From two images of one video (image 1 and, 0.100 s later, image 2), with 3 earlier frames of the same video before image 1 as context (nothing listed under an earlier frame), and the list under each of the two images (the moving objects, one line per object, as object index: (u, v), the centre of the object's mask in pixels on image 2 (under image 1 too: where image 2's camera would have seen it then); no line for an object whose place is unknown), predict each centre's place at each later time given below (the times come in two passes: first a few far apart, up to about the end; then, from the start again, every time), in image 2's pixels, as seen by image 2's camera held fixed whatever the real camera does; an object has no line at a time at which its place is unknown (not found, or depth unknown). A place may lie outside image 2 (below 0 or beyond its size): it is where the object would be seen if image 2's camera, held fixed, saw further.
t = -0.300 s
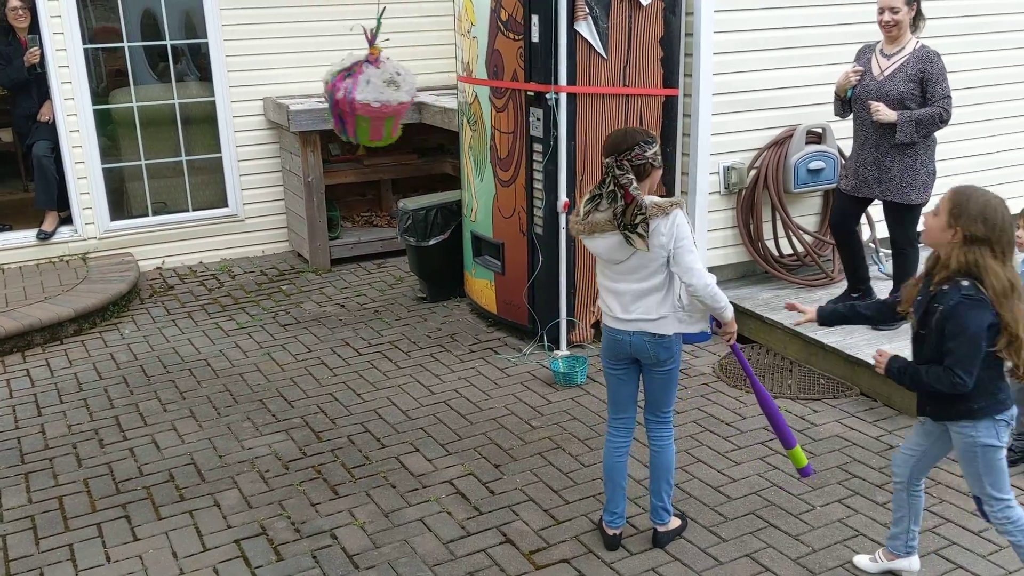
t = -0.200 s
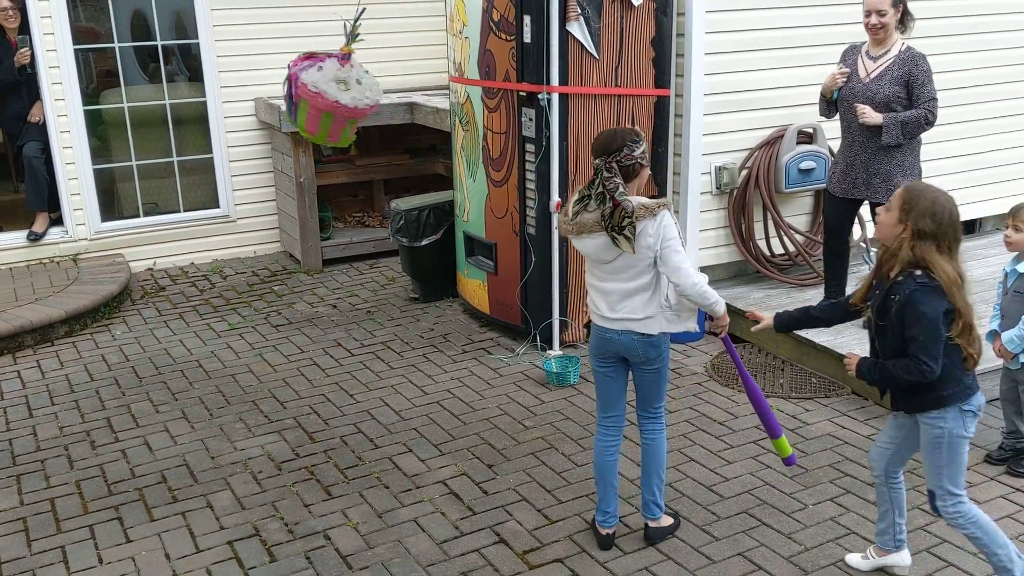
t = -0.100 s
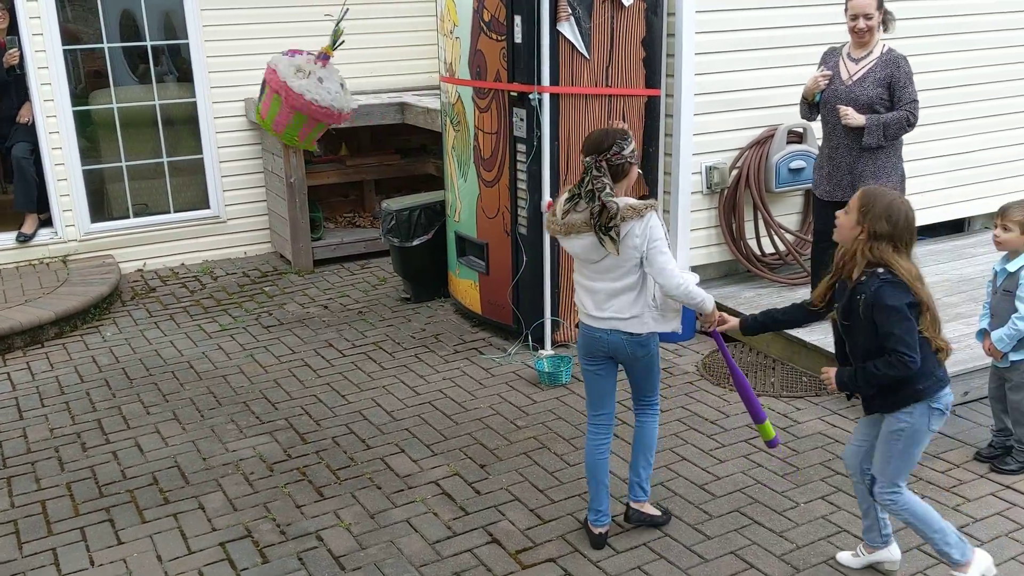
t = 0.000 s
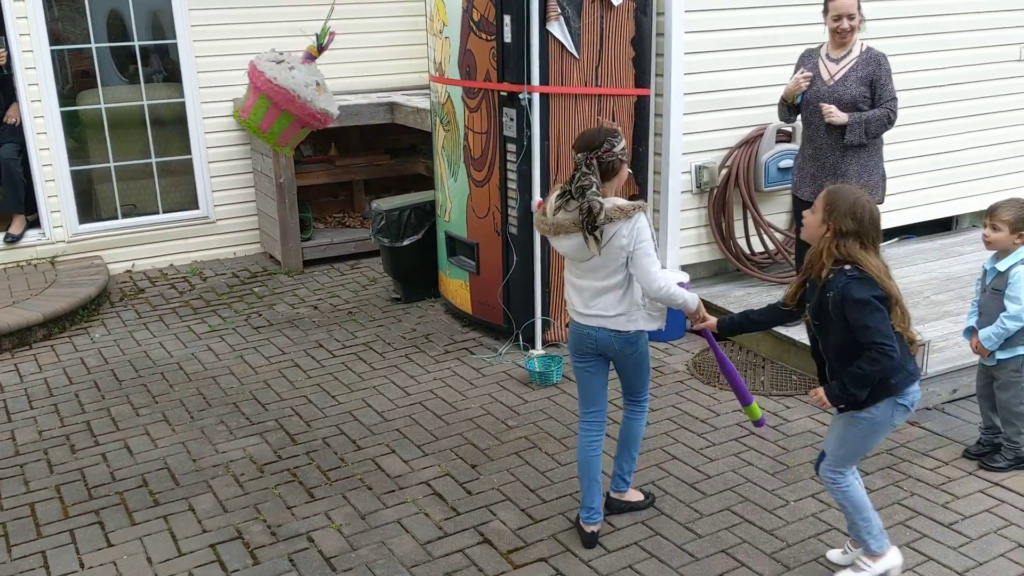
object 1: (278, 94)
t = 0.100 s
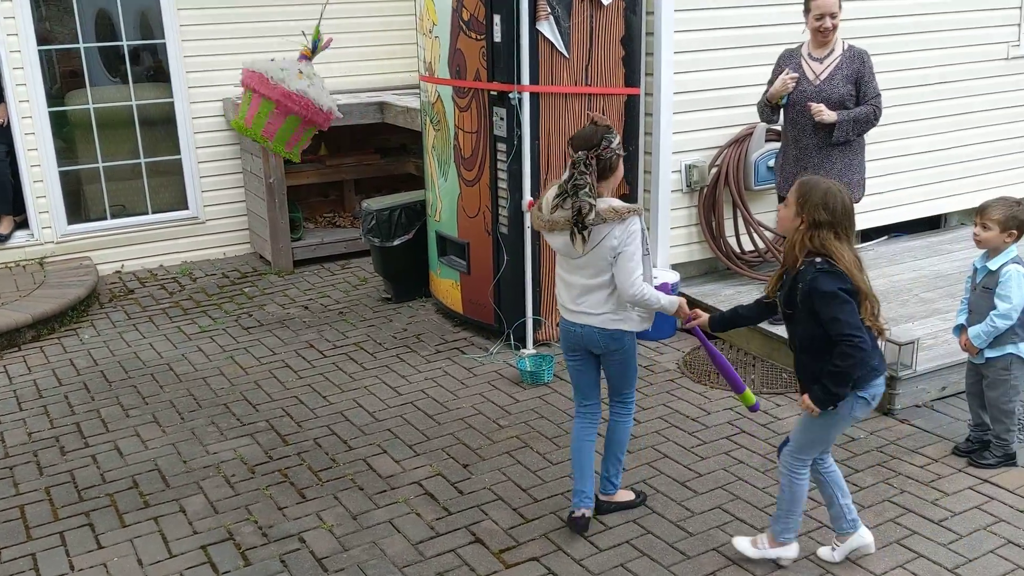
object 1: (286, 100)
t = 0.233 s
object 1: (323, 108)
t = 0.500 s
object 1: (423, 103)
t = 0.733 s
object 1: (455, 82)
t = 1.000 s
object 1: (401, 97)
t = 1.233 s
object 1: (318, 108)
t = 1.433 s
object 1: (273, 93)
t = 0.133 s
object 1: (293, 102)
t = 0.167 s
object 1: (301, 103)
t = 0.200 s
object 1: (311, 106)
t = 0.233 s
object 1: (323, 108)
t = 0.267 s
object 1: (336, 111)
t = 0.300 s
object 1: (350, 112)
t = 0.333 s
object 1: (363, 112)
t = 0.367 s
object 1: (376, 112)
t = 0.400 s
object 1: (389, 111)
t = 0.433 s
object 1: (402, 109)
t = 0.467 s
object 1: (412, 107)
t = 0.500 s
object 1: (423, 103)
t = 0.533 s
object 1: (433, 100)
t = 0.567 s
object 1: (440, 95)
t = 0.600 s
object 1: (446, 92)
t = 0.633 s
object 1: (451, 89)
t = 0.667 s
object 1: (453, 86)
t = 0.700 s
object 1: (455, 84)
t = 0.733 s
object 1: (455, 82)
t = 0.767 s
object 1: (453, 81)
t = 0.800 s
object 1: (450, 81)
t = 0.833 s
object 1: (445, 82)
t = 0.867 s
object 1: (439, 84)
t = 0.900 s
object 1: (432, 88)
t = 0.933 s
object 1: (422, 91)
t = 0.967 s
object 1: (411, 93)
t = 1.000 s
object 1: (401, 97)
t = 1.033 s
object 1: (389, 100)
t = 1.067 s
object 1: (378, 102)
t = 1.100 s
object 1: (366, 105)
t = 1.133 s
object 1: (353, 107)
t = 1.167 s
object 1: (342, 107)
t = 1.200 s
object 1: (330, 106)
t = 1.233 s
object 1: (318, 108)
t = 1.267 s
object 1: (308, 104)
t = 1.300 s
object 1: (298, 102)
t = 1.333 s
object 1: (290, 100)
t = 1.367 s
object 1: (282, 97)
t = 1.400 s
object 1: (277, 94)
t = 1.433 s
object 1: (273, 93)
